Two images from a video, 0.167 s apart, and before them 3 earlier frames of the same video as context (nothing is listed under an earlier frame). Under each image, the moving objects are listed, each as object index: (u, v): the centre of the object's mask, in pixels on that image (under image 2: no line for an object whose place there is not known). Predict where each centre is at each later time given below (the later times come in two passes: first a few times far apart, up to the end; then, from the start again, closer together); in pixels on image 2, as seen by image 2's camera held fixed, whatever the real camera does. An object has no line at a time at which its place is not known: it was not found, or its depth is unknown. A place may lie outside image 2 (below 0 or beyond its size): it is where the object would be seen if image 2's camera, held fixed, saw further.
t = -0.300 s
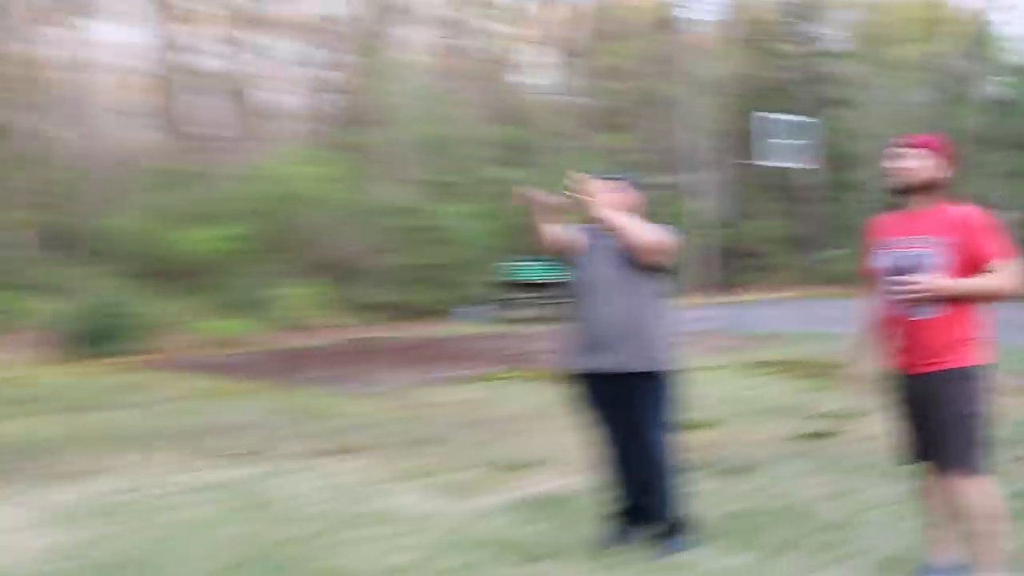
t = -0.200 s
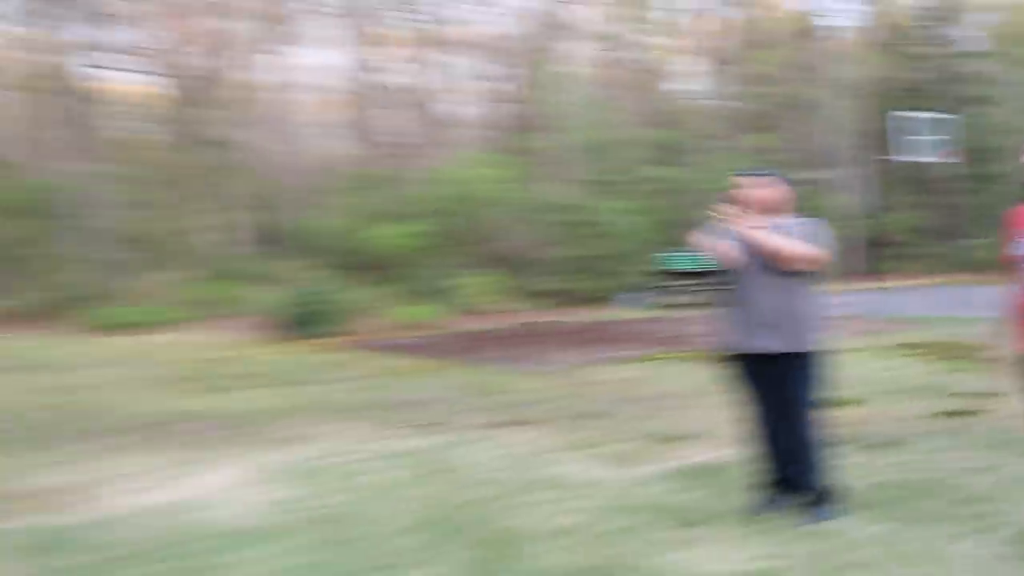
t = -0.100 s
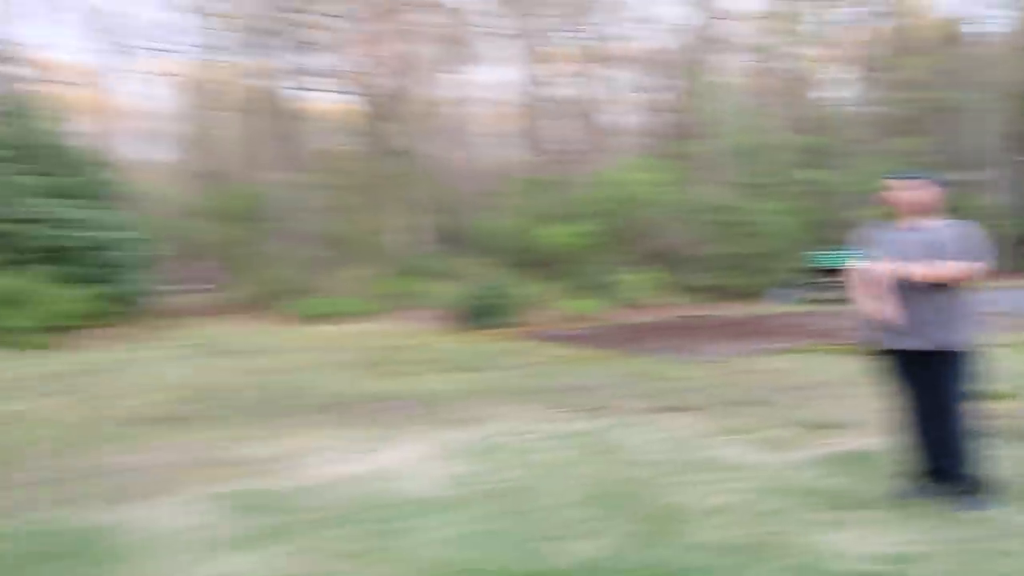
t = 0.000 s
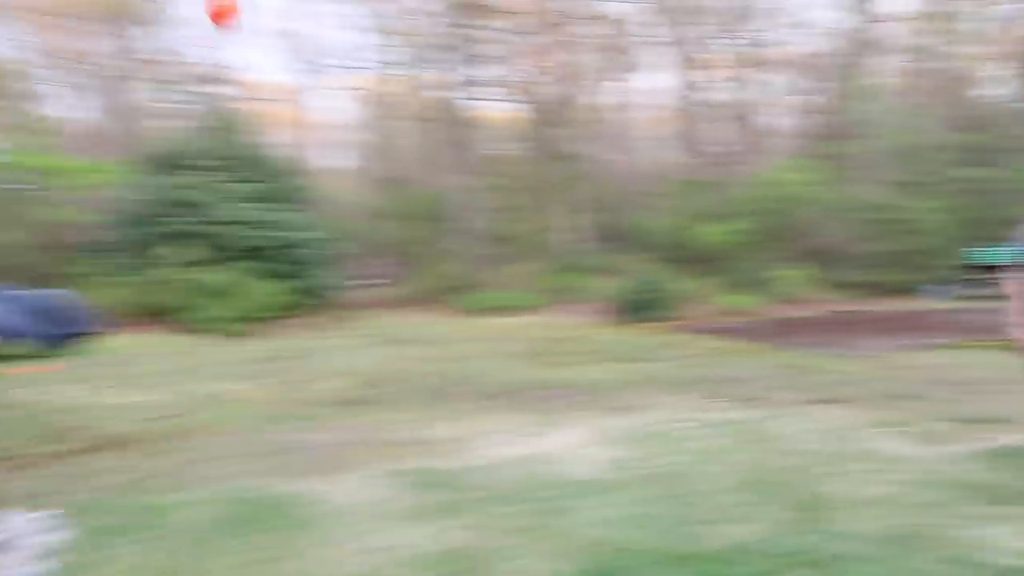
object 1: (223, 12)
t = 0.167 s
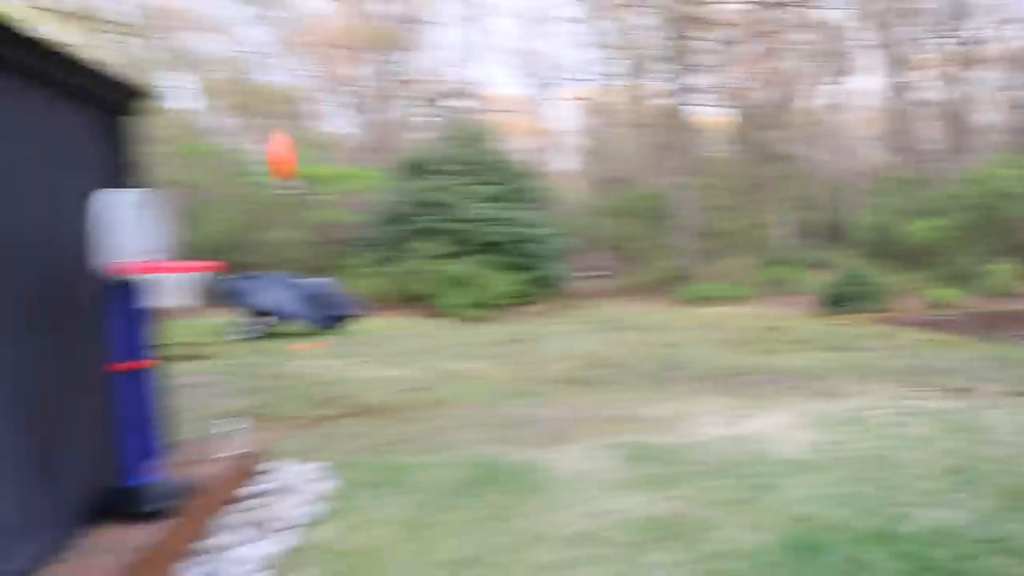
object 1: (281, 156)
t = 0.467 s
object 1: (225, 230)
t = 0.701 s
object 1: (304, 293)
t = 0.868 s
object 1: (365, 430)
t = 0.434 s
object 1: (216, 231)
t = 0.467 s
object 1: (225, 230)
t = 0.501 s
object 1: (233, 230)
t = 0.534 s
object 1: (243, 234)
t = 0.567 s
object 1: (256, 240)
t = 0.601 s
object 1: (269, 248)
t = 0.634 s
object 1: (281, 260)
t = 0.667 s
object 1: (292, 275)
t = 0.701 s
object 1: (304, 293)
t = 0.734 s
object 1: (317, 313)
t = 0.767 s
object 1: (330, 336)
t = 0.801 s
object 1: (342, 364)
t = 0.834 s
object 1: (354, 395)
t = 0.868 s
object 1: (365, 430)
